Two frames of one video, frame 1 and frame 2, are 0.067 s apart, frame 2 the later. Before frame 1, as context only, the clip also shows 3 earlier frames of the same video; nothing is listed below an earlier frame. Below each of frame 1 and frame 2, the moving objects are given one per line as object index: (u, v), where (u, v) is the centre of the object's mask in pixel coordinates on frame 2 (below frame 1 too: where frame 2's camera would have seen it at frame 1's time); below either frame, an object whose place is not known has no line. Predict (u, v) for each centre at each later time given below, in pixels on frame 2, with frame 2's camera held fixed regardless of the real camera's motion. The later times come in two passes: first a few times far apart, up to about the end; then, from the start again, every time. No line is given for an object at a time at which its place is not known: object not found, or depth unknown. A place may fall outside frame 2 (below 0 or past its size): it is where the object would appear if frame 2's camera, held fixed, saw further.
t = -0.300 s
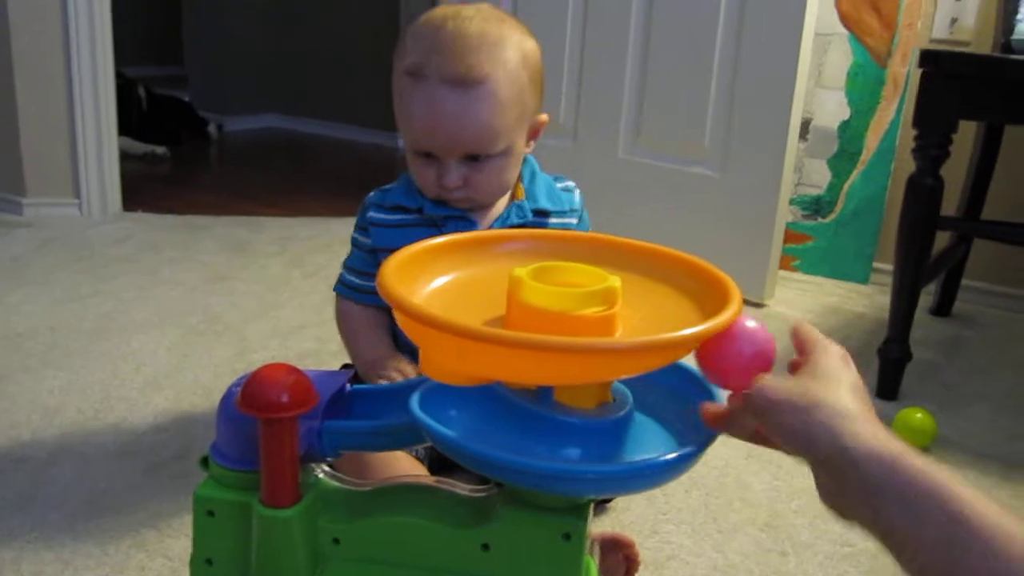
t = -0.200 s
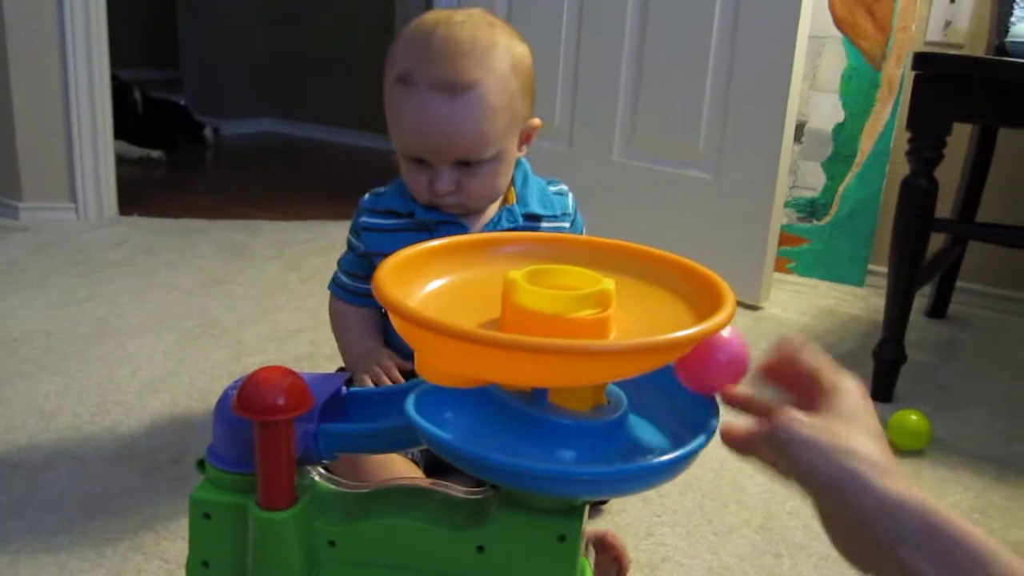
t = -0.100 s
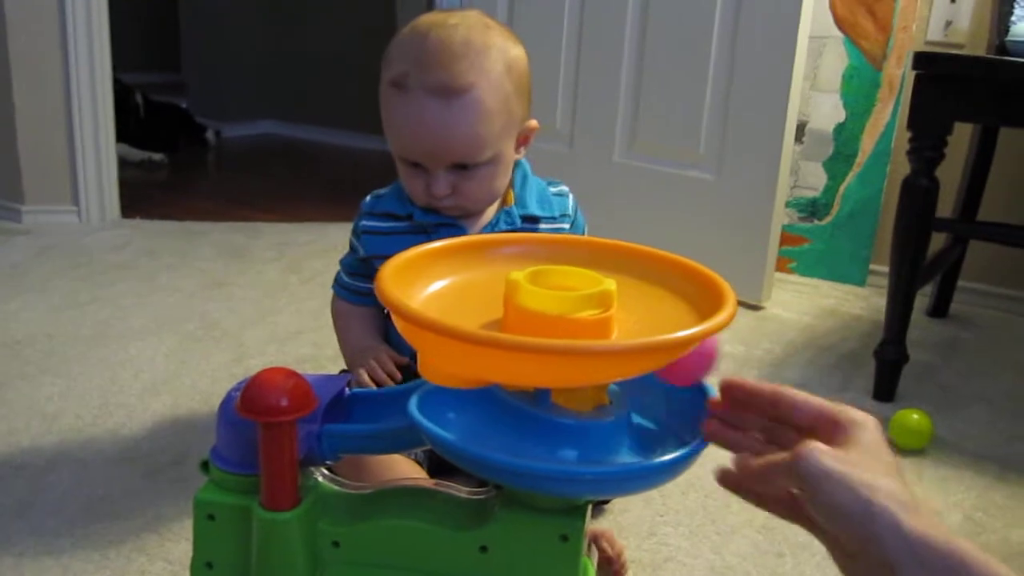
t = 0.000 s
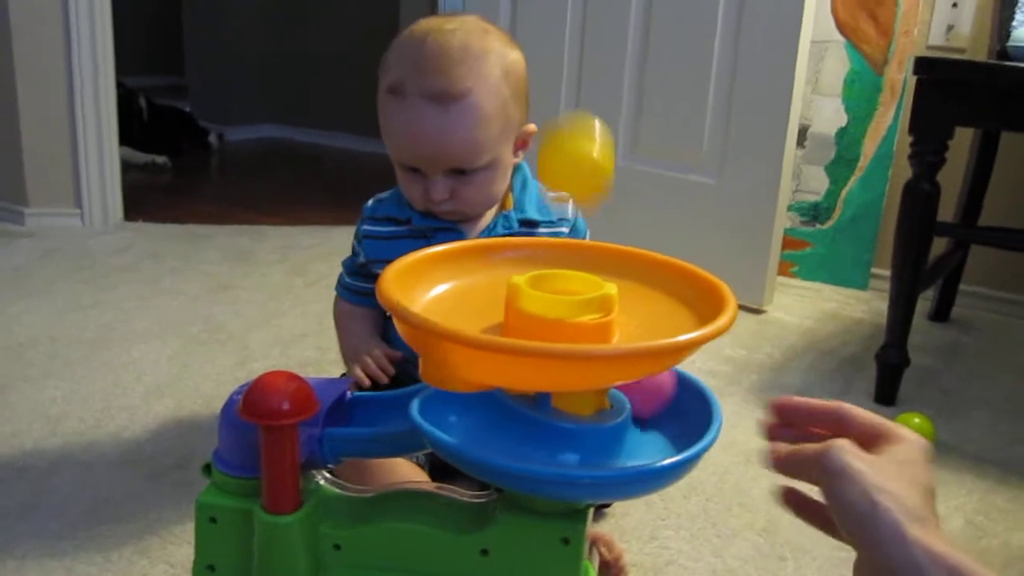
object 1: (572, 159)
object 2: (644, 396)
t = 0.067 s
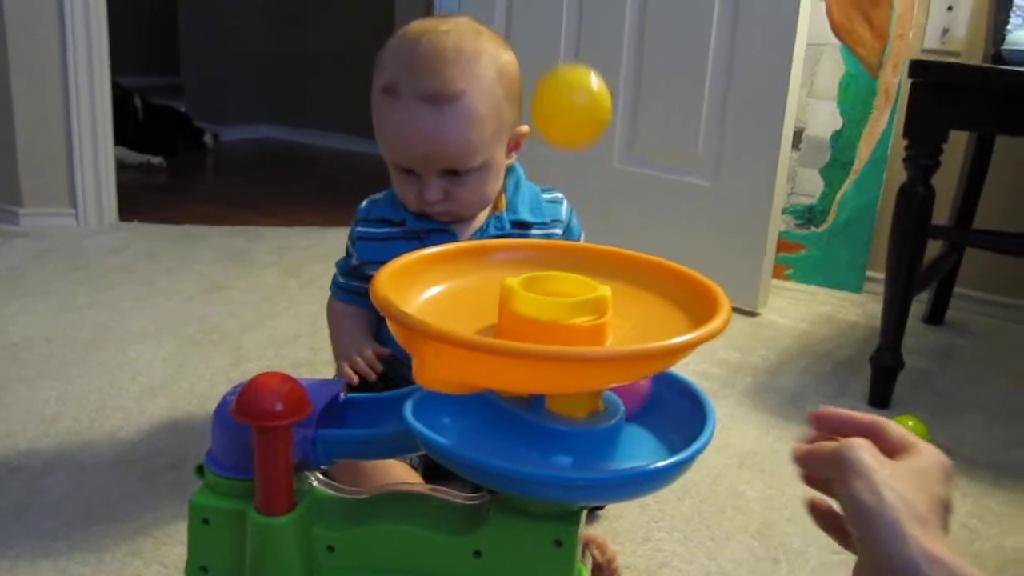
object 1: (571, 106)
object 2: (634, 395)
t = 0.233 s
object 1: (552, 230)
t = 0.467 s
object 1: (525, 239)
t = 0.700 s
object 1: (622, 283)
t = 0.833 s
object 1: (649, 312)
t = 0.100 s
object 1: (570, 102)
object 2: (626, 391)
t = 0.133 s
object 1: (567, 113)
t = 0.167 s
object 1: (561, 140)
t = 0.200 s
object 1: (558, 171)
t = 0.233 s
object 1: (552, 230)
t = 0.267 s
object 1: (564, 252)
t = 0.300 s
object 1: (552, 231)
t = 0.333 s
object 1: (540, 223)
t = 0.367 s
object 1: (528, 227)
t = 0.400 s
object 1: (521, 244)
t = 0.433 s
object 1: (522, 236)
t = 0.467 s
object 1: (525, 239)
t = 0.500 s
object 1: (533, 252)
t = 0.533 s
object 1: (546, 248)
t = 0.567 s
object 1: (561, 257)
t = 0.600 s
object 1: (577, 254)
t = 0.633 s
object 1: (590, 261)
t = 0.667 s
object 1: (606, 267)
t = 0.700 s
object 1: (622, 283)
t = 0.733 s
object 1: (640, 309)
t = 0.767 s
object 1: (647, 306)
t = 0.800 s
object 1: (652, 307)
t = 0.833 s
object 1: (649, 312)
